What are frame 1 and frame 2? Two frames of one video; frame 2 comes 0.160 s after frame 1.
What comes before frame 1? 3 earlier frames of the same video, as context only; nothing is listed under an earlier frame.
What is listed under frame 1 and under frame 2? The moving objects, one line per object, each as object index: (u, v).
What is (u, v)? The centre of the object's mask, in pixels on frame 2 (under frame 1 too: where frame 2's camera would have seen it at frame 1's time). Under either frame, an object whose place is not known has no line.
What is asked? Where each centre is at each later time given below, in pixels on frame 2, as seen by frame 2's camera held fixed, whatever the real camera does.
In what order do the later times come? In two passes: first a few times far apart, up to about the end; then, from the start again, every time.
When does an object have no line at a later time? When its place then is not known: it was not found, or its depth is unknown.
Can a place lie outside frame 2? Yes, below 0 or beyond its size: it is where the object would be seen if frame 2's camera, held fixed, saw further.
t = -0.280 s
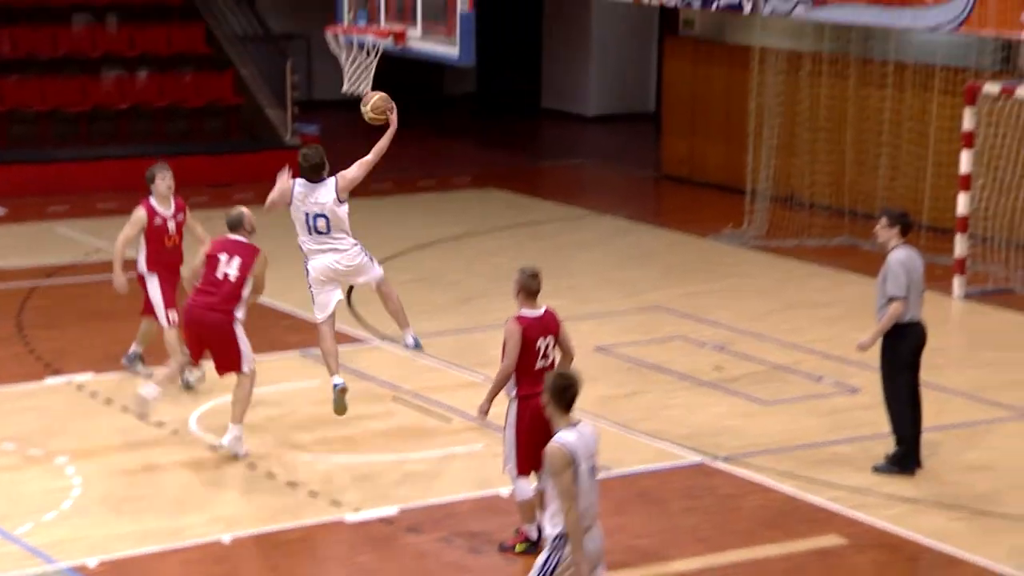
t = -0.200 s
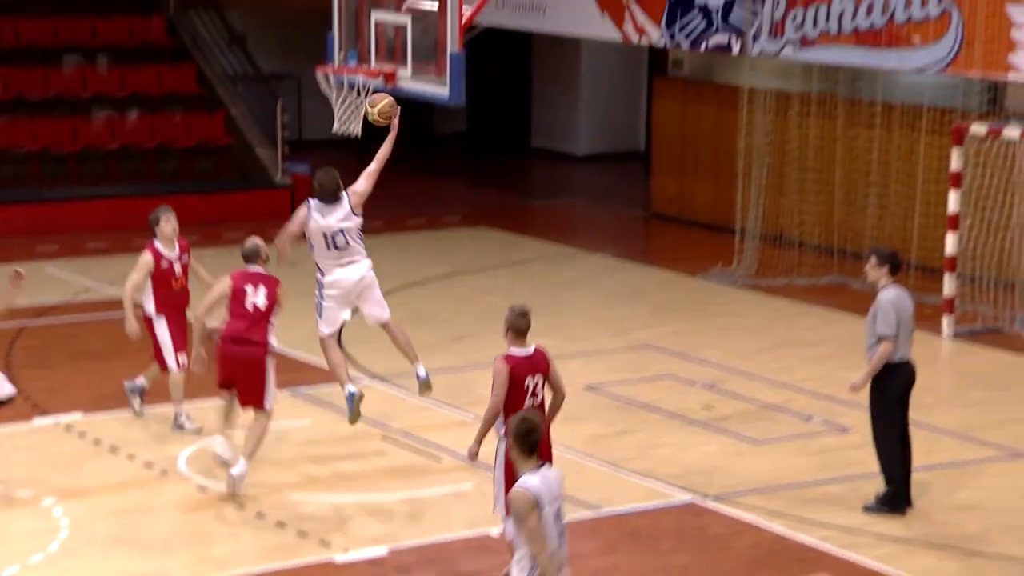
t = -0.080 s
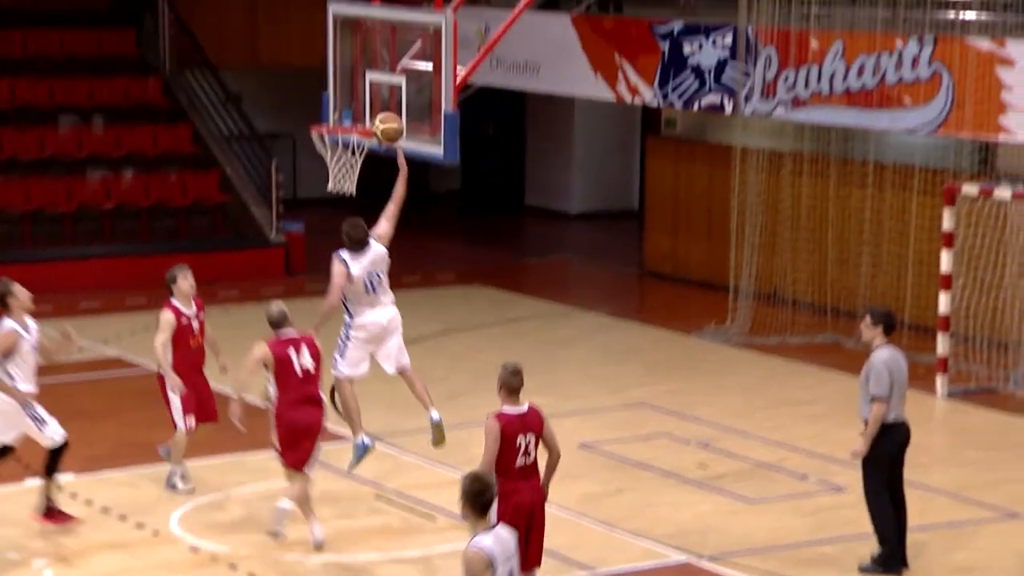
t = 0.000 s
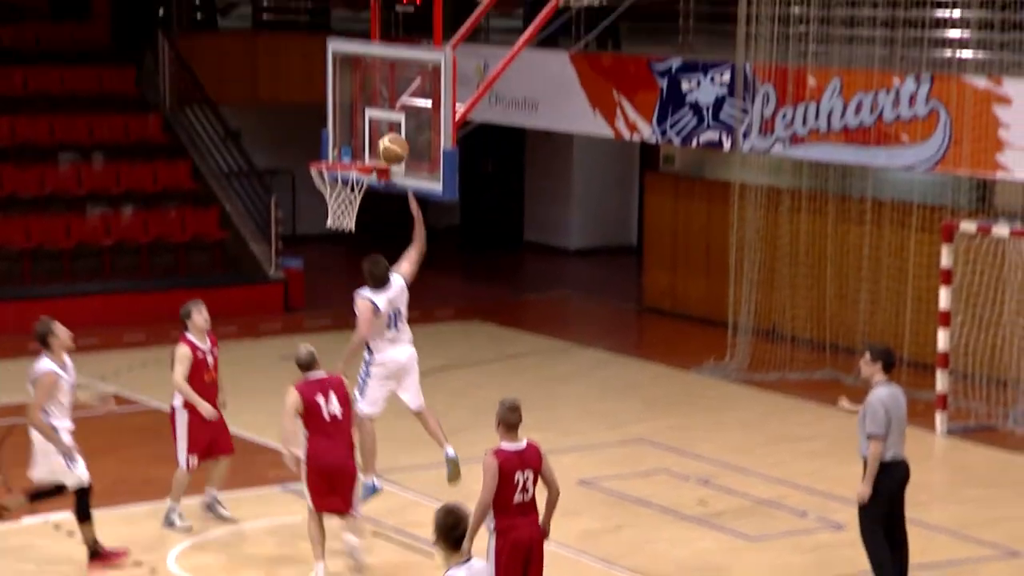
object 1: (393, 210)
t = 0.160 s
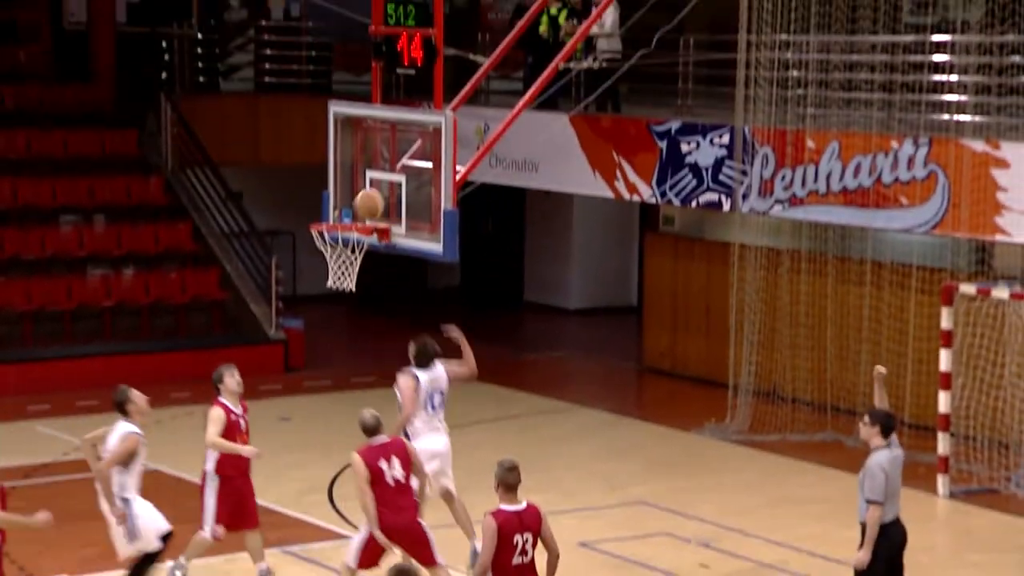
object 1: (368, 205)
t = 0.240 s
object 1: (351, 213)
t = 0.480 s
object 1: (319, 271)
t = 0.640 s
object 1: (312, 312)
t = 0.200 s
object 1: (360, 208)
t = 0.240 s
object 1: (351, 213)
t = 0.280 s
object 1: (343, 217)
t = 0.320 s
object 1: (335, 232)
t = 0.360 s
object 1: (326, 244)
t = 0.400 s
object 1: (320, 253)
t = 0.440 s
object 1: (317, 261)
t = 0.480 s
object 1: (319, 271)
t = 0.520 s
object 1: (316, 275)
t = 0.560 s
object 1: (315, 285)
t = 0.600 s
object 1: (314, 297)
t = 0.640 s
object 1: (312, 312)
